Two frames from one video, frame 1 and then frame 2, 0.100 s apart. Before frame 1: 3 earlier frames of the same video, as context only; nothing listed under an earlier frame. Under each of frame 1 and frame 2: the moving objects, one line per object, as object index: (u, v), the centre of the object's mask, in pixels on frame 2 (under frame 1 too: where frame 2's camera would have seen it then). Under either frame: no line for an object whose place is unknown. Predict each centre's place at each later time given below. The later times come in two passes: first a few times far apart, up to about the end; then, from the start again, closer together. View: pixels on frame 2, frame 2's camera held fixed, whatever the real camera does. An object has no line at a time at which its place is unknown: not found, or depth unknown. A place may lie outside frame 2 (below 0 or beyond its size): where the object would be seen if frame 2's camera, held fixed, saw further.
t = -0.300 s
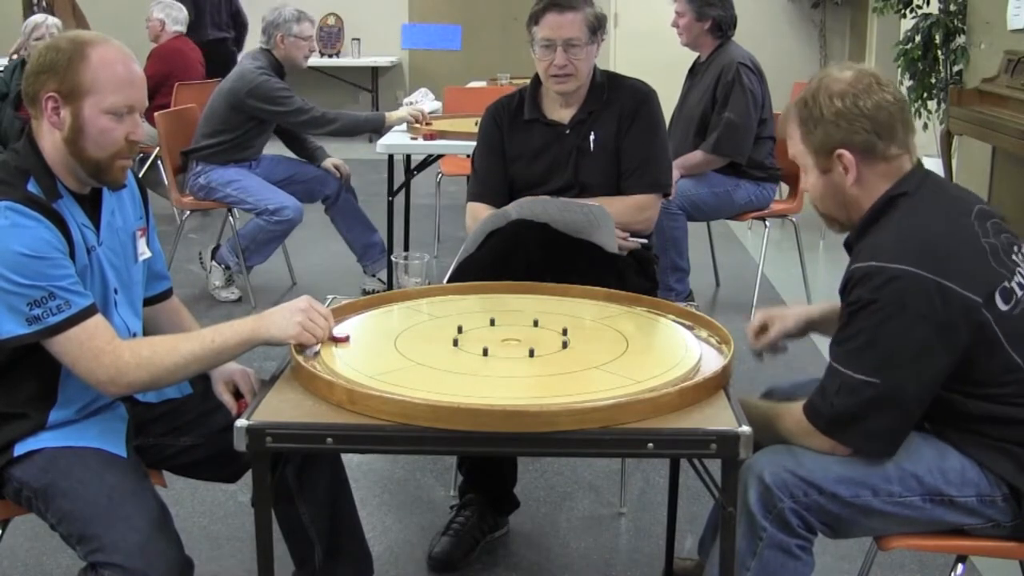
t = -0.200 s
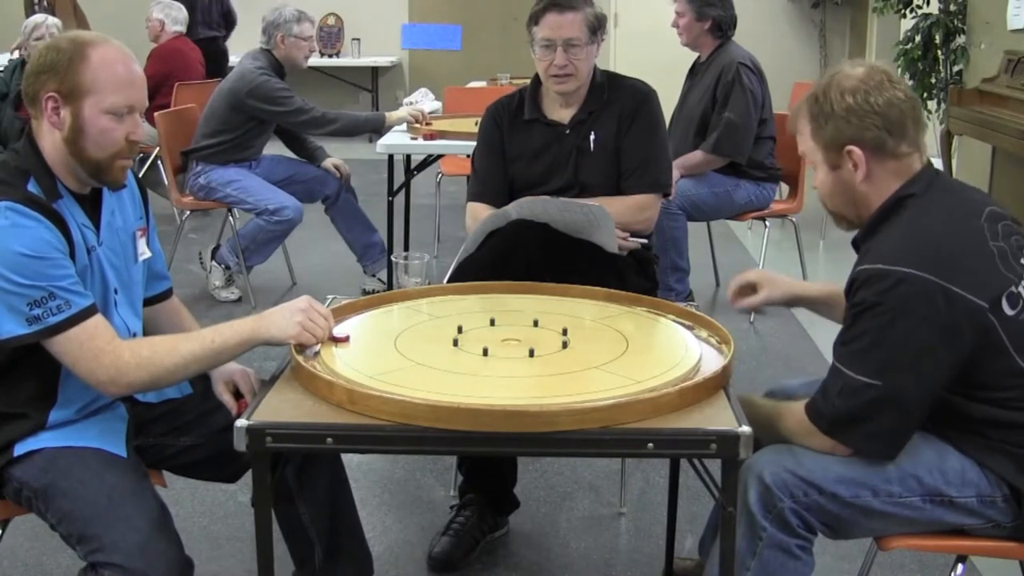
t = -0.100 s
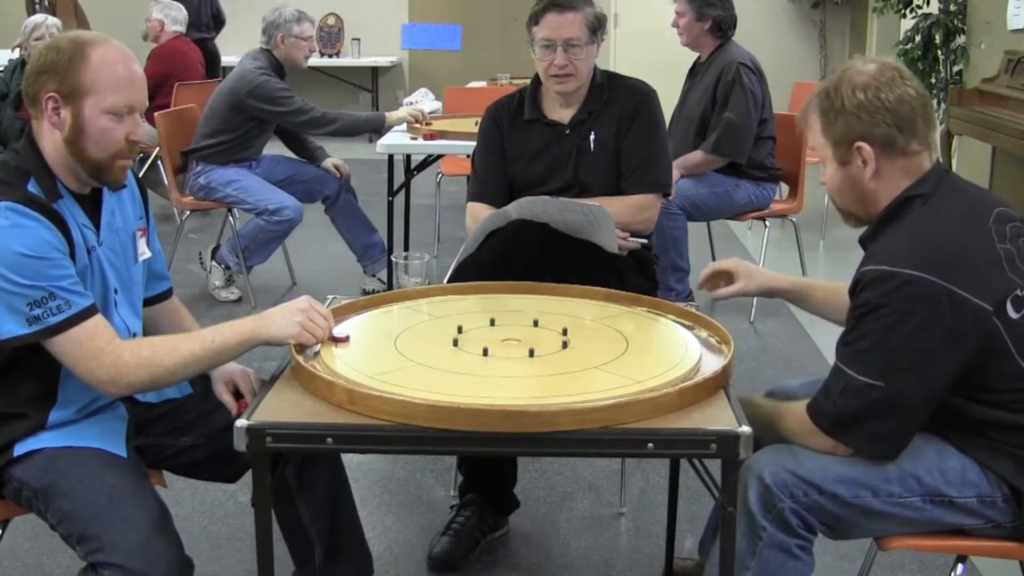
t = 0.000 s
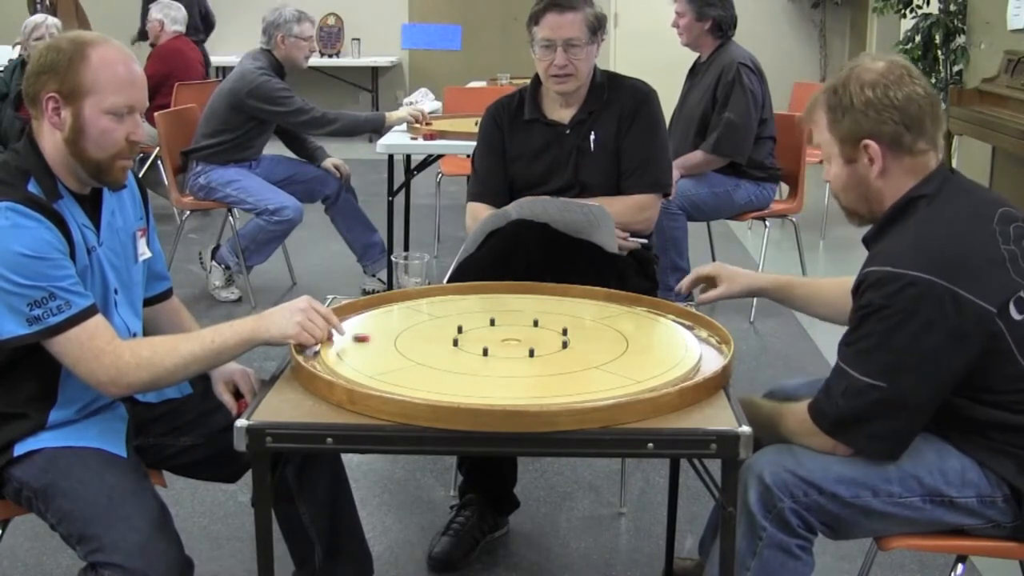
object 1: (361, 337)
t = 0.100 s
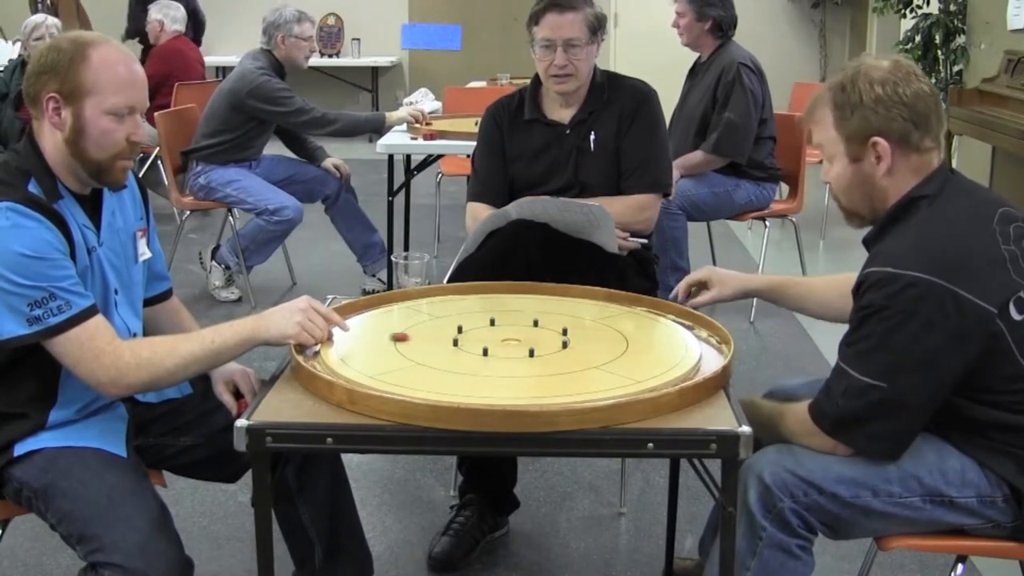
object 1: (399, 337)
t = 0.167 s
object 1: (423, 337)
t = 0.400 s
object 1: (479, 336)
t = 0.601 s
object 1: (497, 337)
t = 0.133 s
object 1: (412, 337)
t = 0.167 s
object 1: (423, 337)
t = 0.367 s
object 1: (473, 337)
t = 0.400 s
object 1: (479, 336)
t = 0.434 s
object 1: (483, 337)
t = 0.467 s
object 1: (488, 337)
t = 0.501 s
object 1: (491, 337)
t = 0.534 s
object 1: (494, 337)
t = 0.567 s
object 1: (496, 337)
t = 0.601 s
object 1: (497, 337)
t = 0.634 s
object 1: (497, 337)
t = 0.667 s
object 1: (497, 337)
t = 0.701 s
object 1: (497, 337)
